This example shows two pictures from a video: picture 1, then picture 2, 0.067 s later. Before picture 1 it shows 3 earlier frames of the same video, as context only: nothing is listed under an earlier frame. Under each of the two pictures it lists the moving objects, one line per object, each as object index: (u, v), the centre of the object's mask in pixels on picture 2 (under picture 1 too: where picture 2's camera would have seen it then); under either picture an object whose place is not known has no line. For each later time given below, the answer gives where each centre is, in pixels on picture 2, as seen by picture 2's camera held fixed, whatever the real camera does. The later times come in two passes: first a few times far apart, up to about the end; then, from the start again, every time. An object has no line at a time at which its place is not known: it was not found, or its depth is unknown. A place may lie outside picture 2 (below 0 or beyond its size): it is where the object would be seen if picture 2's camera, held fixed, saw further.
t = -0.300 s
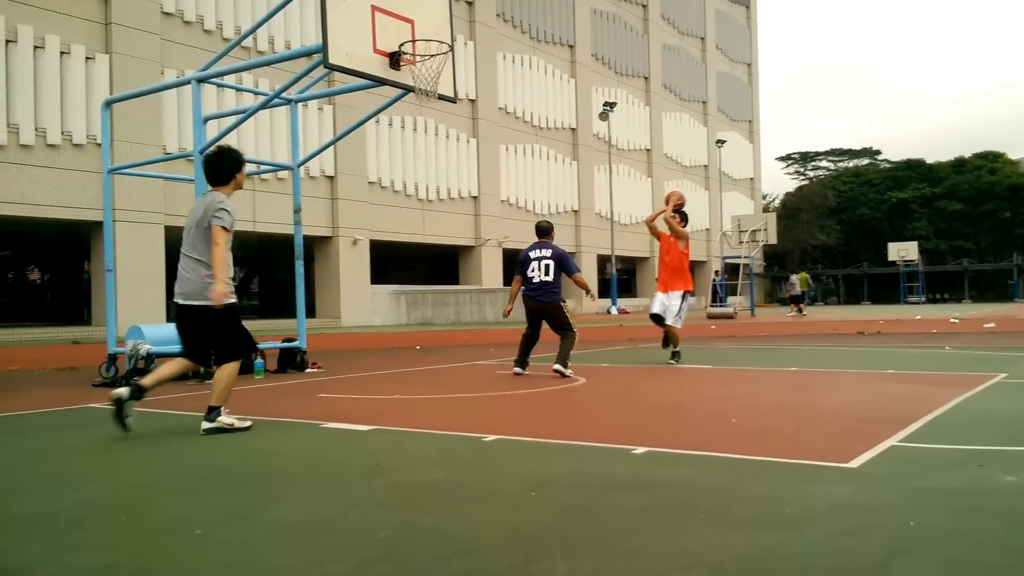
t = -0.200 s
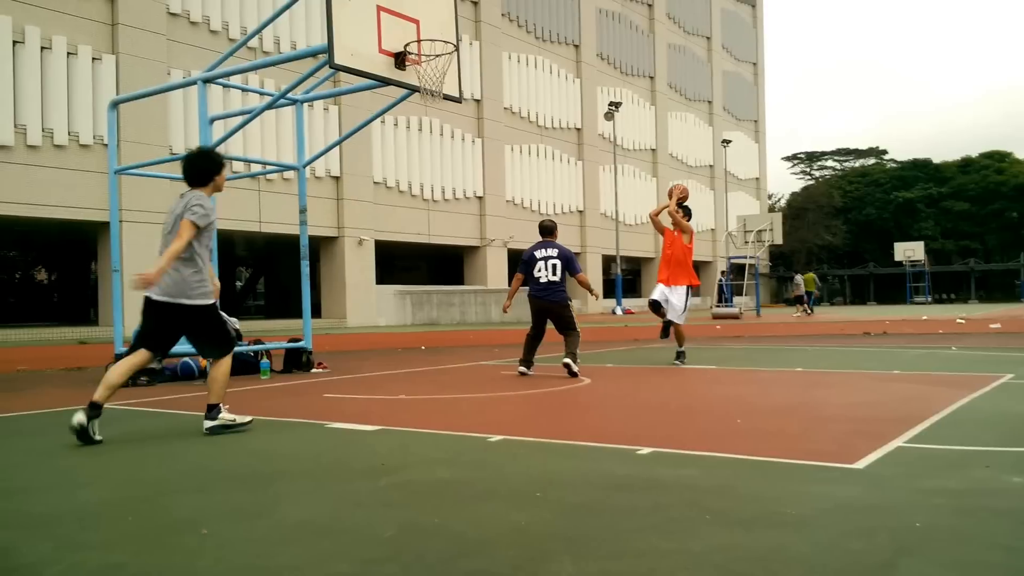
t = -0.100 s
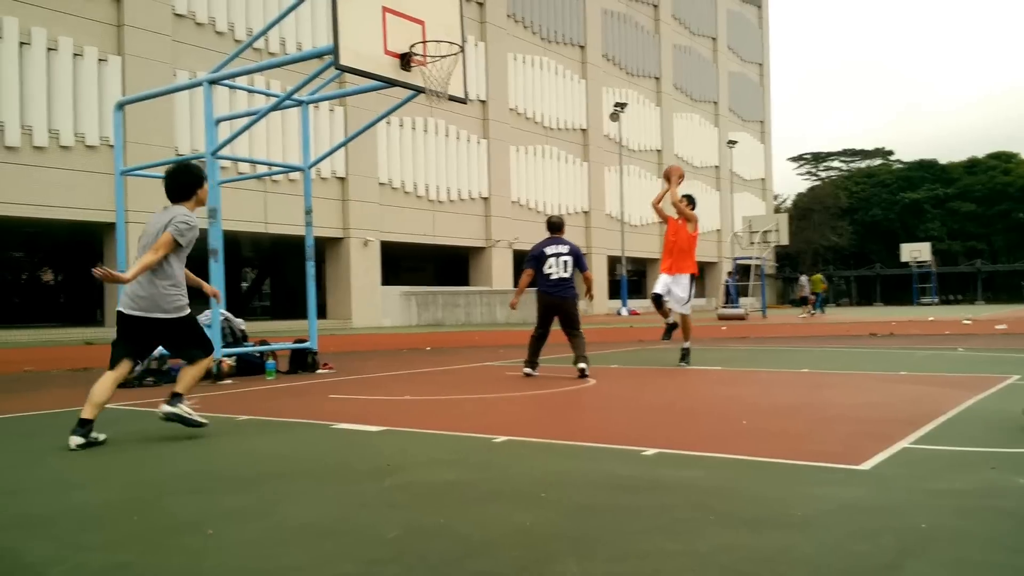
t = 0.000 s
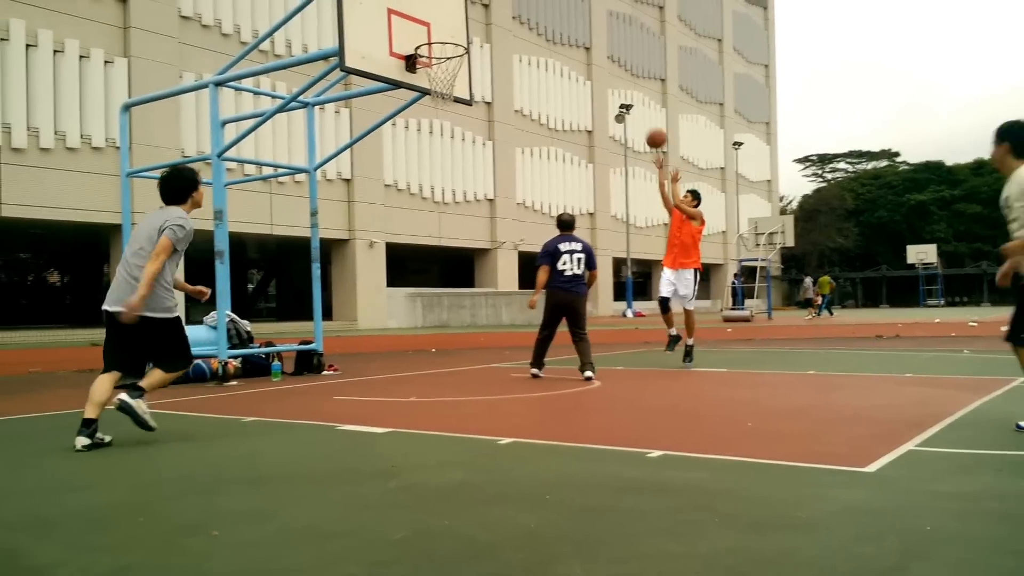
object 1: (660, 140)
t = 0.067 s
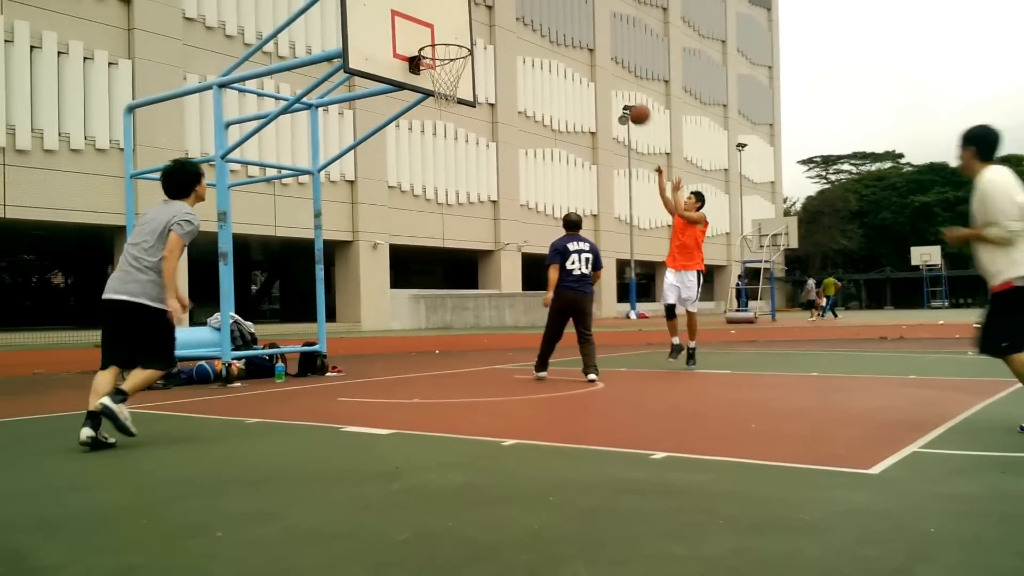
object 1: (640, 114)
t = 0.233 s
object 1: (586, 65)
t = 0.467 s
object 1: (507, 34)
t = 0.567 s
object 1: (471, 36)
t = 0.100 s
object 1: (629, 103)
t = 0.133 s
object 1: (618, 91)
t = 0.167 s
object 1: (608, 82)
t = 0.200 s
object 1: (597, 73)
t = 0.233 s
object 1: (586, 65)
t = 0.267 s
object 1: (575, 57)
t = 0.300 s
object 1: (564, 50)
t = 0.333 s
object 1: (553, 45)
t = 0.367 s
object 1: (542, 41)
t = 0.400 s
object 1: (530, 38)
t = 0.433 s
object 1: (519, 35)
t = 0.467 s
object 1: (507, 34)
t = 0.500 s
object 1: (495, 34)
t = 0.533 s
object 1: (484, 35)
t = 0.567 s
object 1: (471, 36)
